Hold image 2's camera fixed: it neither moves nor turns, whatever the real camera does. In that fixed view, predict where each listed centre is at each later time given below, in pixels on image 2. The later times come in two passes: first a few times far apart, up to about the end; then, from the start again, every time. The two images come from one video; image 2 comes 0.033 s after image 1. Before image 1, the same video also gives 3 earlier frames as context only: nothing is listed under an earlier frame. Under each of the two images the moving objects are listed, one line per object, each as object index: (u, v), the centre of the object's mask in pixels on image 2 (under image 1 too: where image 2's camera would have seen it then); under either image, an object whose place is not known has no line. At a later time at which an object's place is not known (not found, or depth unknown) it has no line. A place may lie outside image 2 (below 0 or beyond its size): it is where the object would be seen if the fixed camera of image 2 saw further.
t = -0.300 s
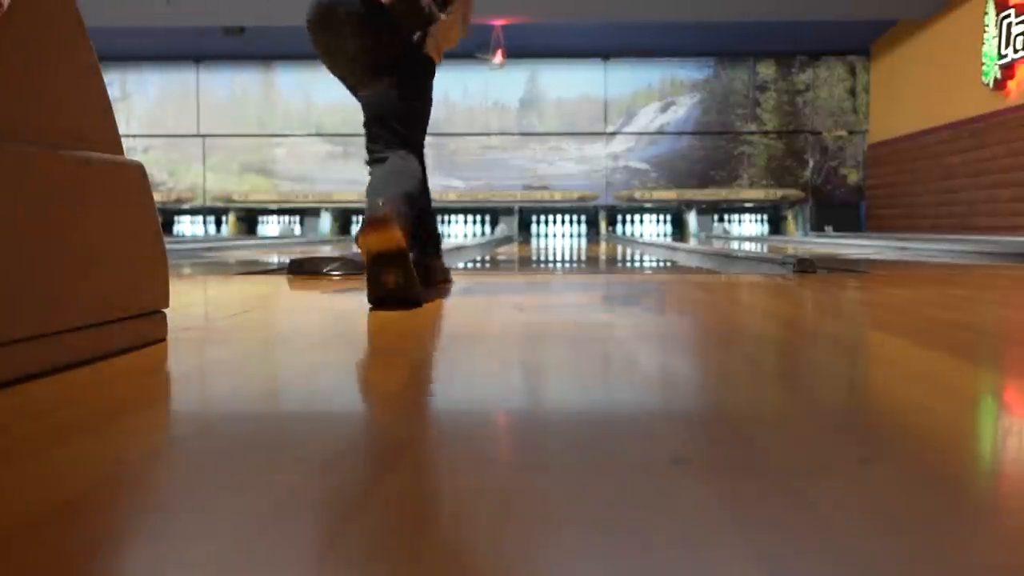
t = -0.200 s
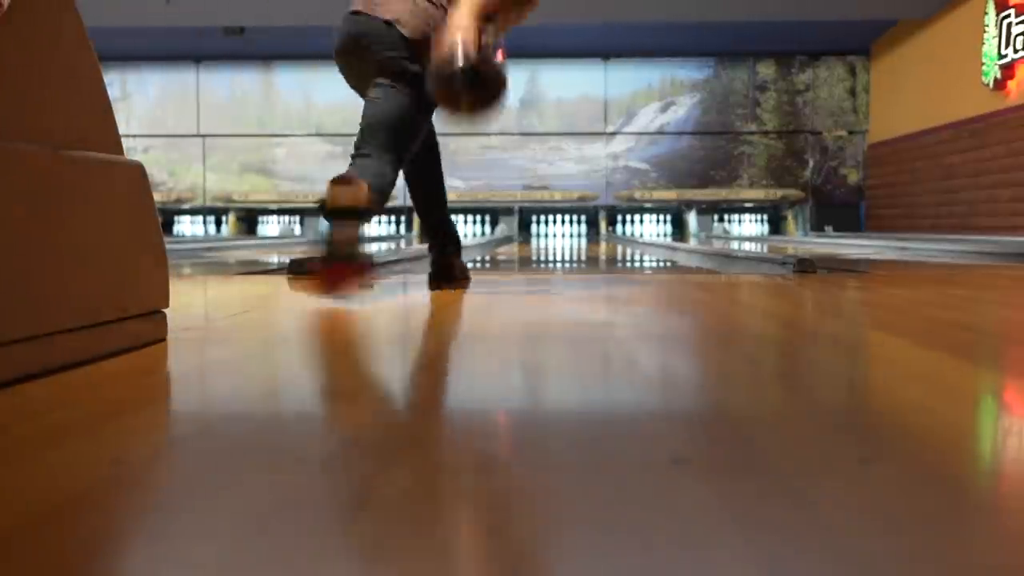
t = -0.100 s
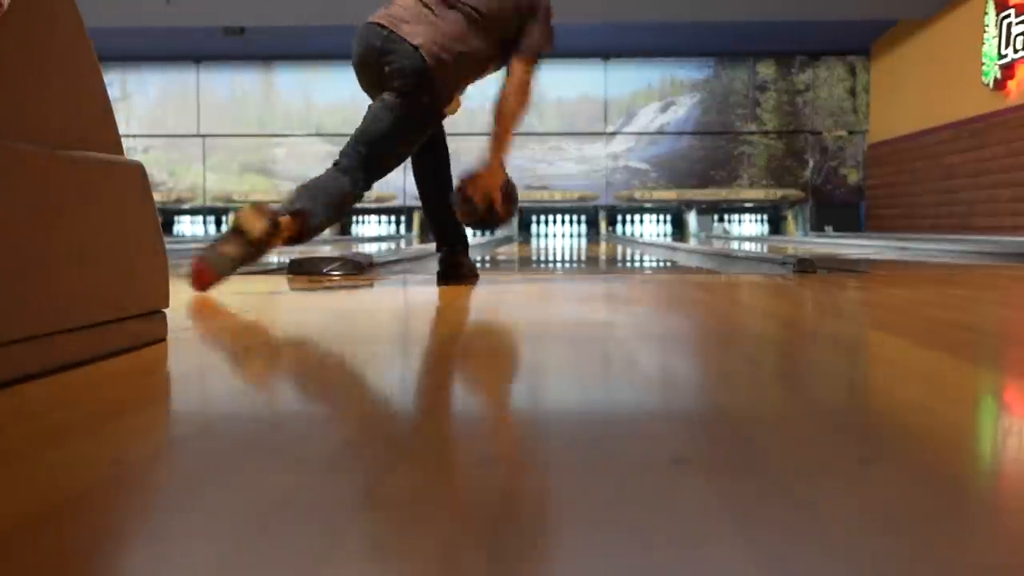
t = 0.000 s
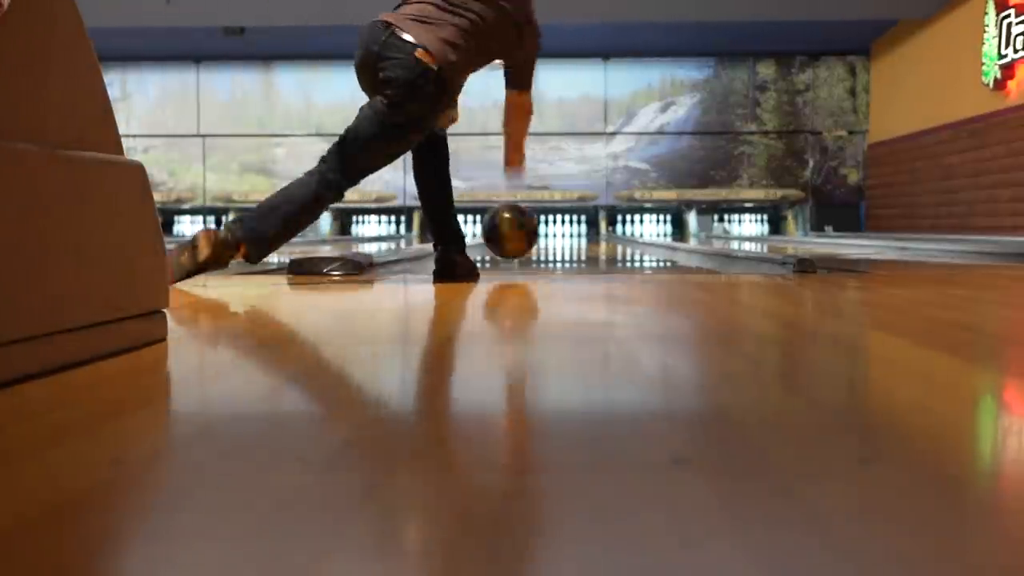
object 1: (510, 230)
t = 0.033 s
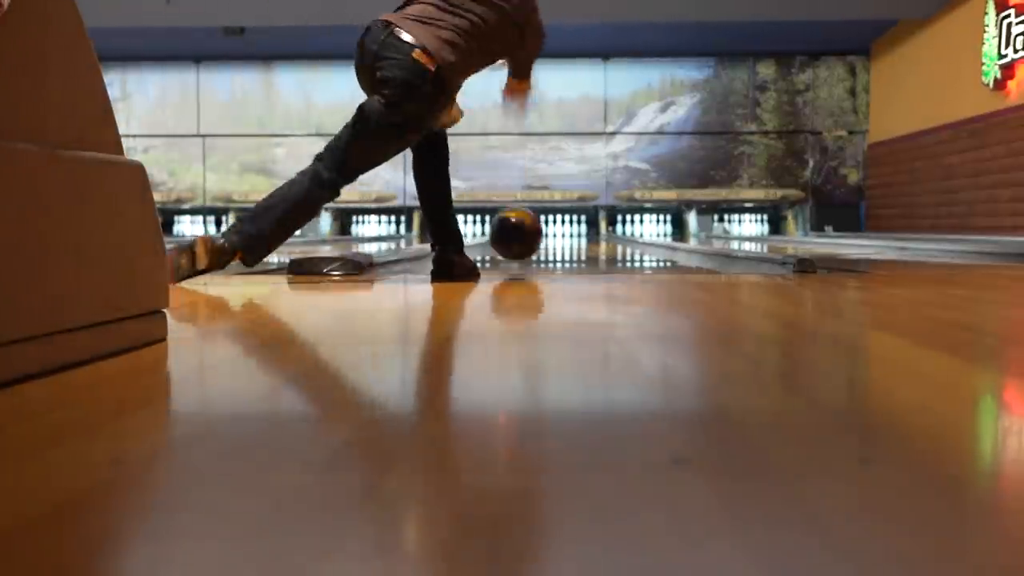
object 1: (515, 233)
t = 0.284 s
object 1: (546, 239)
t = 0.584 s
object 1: (564, 237)
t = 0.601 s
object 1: (565, 236)
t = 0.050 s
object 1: (519, 236)
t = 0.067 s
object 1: (521, 239)
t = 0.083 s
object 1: (524, 242)
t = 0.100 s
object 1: (526, 241)
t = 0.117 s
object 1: (529, 241)
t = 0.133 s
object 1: (531, 241)
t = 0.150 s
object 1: (533, 241)
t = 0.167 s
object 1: (535, 240)
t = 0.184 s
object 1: (536, 240)
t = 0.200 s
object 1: (538, 240)
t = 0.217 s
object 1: (540, 240)
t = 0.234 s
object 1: (541, 240)
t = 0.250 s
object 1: (543, 240)
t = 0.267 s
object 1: (545, 239)
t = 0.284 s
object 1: (546, 239)
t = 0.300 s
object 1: (548, 239)
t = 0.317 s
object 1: (549, 240)
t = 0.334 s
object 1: (550, 239)
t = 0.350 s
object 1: (552, 240)
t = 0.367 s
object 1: (553, 239)
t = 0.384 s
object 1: (554, 239)
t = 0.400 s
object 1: (554, 238)
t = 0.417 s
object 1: (555, 238)
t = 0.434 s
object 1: (557, 238)
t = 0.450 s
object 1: (558, 238)
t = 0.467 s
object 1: (559, 238)
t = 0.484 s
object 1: (560, 238)
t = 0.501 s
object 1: (561, 237)
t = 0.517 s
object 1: (561, 237)
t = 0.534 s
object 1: (561, 237)
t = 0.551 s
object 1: (562, 237)
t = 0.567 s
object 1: (563, 237)
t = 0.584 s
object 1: (564, 237)
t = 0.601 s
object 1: (565, 236)
